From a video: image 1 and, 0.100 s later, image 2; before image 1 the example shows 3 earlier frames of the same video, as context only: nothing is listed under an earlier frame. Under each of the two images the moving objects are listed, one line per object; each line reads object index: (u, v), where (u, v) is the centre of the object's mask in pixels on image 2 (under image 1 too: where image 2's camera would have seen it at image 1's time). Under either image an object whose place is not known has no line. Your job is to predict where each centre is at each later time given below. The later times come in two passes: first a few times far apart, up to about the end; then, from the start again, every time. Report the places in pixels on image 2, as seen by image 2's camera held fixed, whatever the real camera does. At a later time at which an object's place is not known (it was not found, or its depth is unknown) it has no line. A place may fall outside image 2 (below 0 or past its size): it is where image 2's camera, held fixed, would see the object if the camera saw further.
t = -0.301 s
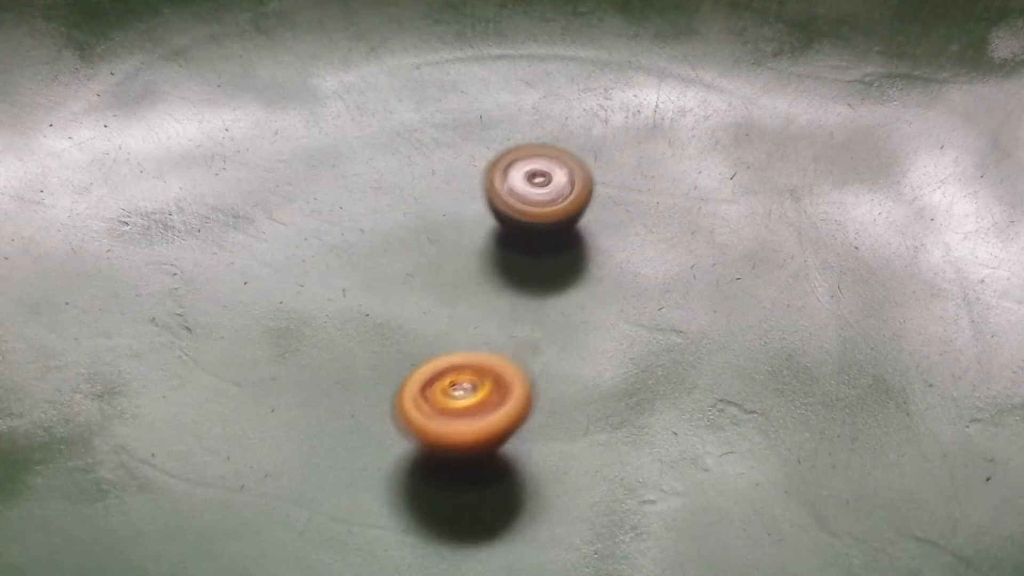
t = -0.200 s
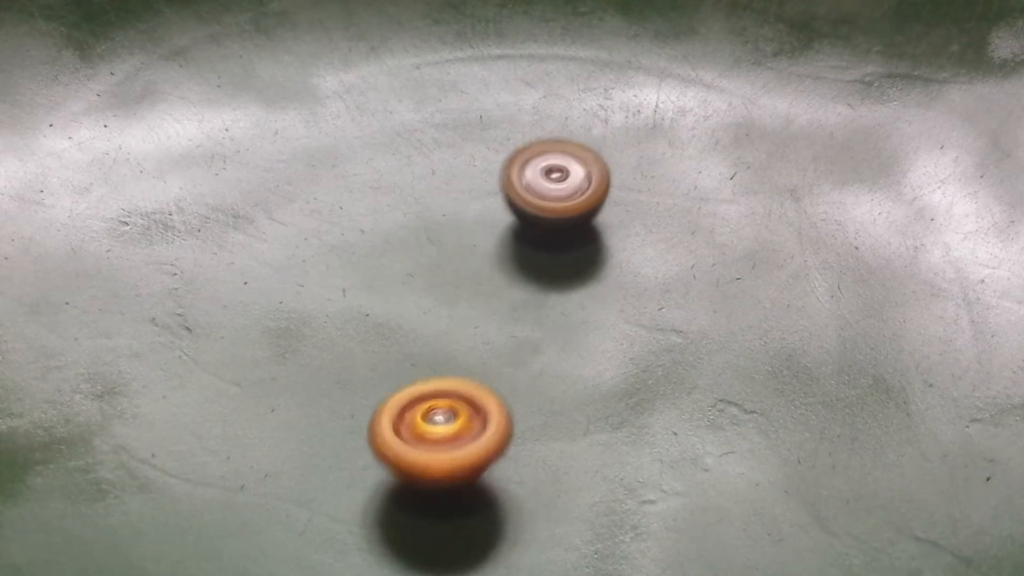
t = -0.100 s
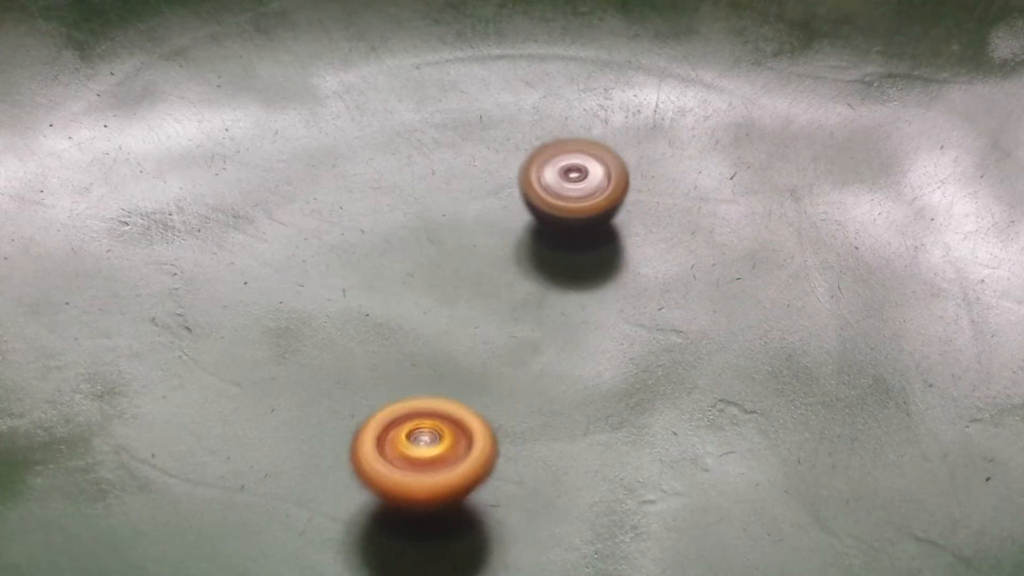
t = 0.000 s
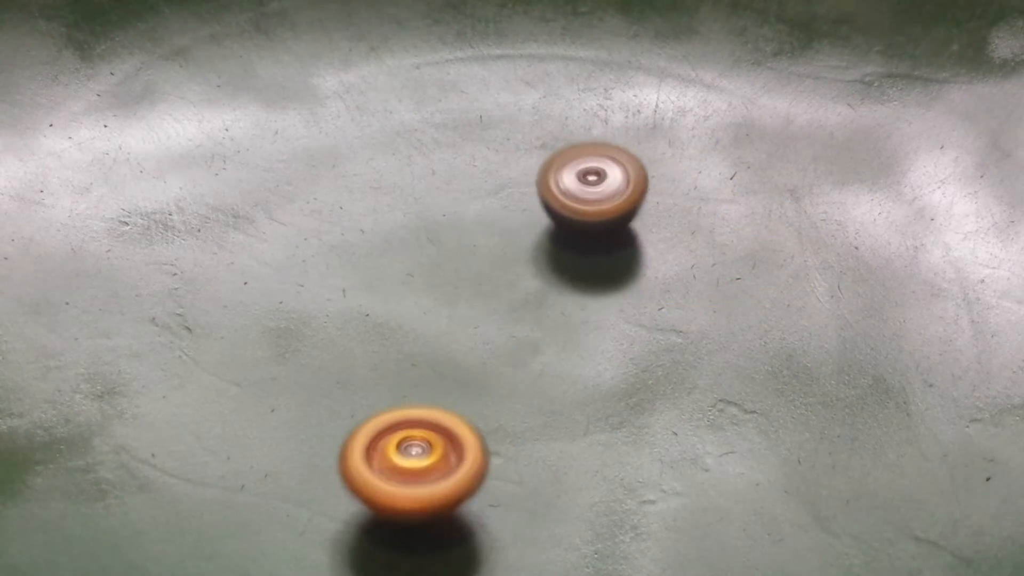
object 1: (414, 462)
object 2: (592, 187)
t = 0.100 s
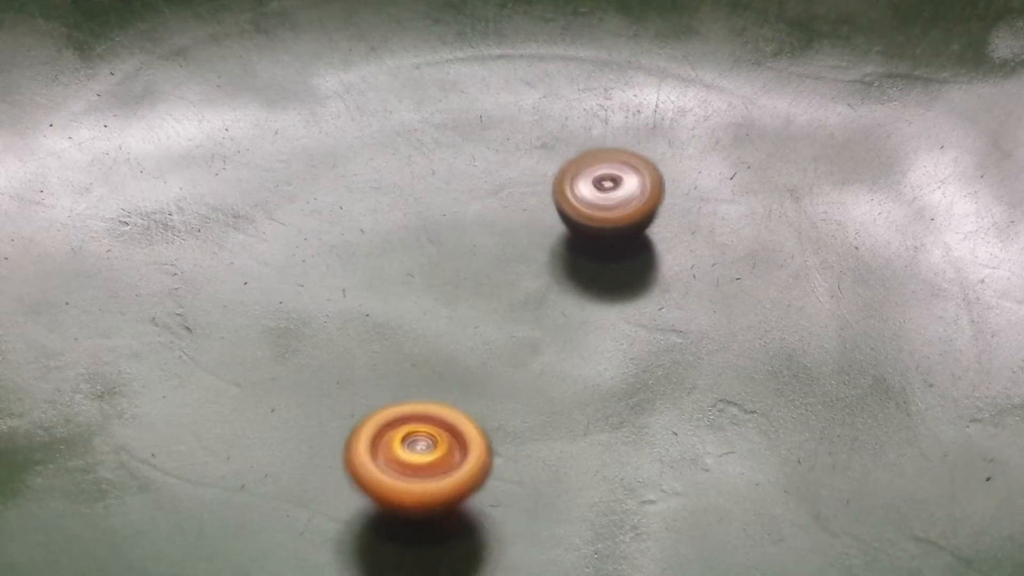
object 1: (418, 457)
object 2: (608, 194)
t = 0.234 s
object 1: (440, 430)
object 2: (625, 208)
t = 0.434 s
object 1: (482, 363)
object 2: (638, 240)
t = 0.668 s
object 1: (514, 272)
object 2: (662, 278)
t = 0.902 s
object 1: (526, 197)
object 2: (684, 309)
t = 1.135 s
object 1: (554, 152)
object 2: (674, 323)
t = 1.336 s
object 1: (586, 139)
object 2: (643, 322)
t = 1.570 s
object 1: (627, 147)
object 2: (590, 304)
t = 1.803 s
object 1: (657, 181)
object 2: (543, 270)
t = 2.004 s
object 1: (667, 228)
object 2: (513, 242)
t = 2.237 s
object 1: (653, 293)
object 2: (504, 212)
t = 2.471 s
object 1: (618, 341)
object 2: (518, 199)
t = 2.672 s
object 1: (565, 353)
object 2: (535, 201)
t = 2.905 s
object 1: (502, 340)
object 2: (561, 218)
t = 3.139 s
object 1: (458, 297)
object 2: (577, 247)
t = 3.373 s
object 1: (434, 248)
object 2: (566, 276)
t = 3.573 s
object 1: (444, 218)
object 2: (540, 302)
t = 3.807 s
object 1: (481, 200)
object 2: (498, 314)
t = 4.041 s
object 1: (535, 203)
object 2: (461, 309)
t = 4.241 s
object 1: (592, 219)
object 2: (447, 294)
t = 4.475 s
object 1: (648, 258)
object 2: (454, 274)
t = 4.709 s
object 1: (685, 301)
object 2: (483, 258)
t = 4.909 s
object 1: (693, 325)
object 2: (517, 255)
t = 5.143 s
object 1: (662, 338)
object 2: (550, 266)
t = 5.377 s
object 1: (633, 355)
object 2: (544, 251)
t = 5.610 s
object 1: (593, 354)
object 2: (523, 244)
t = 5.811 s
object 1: (542, 327)
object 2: (506, 243)
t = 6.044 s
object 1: (492, 342)
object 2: (506, 195)
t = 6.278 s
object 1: (470, 329)
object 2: (532, 180)
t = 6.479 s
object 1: (469, 295)
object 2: (563, 188)
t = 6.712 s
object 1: (478, 248)
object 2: (589, 216)
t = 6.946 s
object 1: (472, 223)
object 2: (605, 249)
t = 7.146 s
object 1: (483, 215)
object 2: (581, 276)
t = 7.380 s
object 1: (487, 202)
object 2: (529, 300)
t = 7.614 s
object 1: (511, 198)
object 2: (479, 287)
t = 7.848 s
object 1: (573, 177)
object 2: (445, 278)
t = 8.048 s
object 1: (628, 192)
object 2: (464, 259)
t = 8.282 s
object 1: (659, 237)
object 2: (506, 254)
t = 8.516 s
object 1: (660, 296)
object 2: (519, 262)
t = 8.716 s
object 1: (637, 338)
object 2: (478, 252)
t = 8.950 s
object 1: (561, 336)
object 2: (463, 231)
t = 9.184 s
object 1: (519, 295)
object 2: (480, 214)
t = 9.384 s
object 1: (533, 285)
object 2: (509, 195)
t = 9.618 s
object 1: (565, 291)
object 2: (538, 201)
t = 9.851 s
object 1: (580, 303)
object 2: (547, 221)
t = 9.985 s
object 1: (576, 319)
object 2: (531, 227)
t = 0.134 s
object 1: (423, 452)
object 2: (613, 197)
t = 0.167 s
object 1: (428, 446)
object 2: (618, 200)
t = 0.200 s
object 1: (434, 438)
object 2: (622, 204)
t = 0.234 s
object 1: (440, 430)
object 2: (625, 208)
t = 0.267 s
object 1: (447, 420)
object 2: (629, 213)
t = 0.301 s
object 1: (453, 410)
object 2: (632, 218)
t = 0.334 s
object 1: (458, 399)
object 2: (634, 223)
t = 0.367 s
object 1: (465, 387)
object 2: (636, 229)
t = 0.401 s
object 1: (473, 375)
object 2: (638, 235)
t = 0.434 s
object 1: (482, 363)
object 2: (638, 240)
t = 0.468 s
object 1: (490, 350)
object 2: (638, 246)
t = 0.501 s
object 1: (499, 337)
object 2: (639, 253)
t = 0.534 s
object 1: (508, 323)
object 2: (638, 259)
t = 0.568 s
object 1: (516, 309)
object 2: (637, 266)
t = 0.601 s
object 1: (520, 296)
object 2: (640, 271)
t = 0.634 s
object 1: (516, 284)
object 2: (653, 275)
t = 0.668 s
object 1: (514, 272)
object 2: (662, 278)
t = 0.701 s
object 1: (515, 260)
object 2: (667, 283)
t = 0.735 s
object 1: (516, 250)
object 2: (671, 287)
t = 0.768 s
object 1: (517, 239)
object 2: (675, 291)
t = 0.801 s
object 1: (519, 228)
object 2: (678, 296)
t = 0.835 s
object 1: (521, 217)
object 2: (681, 300)
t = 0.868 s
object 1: (523, 207)
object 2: (683, 304)
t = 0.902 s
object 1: (526, 197)
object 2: (684, 309)
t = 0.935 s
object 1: (530, 189)
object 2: (685, 311)
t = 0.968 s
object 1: (533, 181)
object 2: (684, 314)
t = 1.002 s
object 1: (536, 174)
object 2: (683, 316)
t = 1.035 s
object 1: (541, 167)
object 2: (682, 318)
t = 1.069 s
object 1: (545, 161)
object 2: (680, 320)
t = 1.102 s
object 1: (549, 157)
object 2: (677, 322)
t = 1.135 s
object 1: (554, 152)
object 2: (674, 323)
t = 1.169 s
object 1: (559, 148)
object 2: (670, 324)
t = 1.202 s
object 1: (565, 145)
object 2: (666, 325)
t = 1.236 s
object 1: (570, 143)
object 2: (661, 325)
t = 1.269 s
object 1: (575, 141)
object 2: (656, 325)
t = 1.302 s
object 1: (580, 140)
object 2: (650, 324)
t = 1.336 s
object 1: (586, 139)
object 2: (643, 322)
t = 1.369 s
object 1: (592, 138)
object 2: (635, 320)
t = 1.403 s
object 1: (599, 138)
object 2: (628, 319)
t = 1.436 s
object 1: (605, 139)
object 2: (621, 316)
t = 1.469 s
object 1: (610, 140)
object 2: (614, 313)
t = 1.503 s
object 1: (616, 142)
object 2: (605, 311)
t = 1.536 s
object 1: (622, 144)
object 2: (598, 307)
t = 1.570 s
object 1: (627, 147)
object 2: (590, 304)
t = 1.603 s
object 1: (633, 150)
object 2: (582, 301)
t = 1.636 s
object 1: (638, 155)
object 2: (575, 295)
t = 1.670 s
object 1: (642, 159)
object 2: (567, 290)
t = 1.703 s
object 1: (646, 164)
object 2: (561, 285)
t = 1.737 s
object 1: (650, 169)
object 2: (554, 280)
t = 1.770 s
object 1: (654, 174)
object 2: (548, 275)
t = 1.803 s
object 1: (657, 181)
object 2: (543, 270)
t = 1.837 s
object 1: (660, 188)
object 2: (537, 265)
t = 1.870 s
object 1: (662, 195)
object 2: (532, 260)
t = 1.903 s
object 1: (664, 202)
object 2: (527, 256)
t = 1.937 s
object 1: (666, 210)
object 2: (522, 251)
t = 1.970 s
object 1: (667, 219)
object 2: (517, 246)
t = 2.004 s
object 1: (667, 228)
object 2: (513, 242)
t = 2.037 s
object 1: (667, 237)
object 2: (510, 237)
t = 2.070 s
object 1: (665, 247)
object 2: (508, 232)
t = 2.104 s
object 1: (664, 255)
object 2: (506, 228)
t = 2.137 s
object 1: (662, 265)
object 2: (506, 225)
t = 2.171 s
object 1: (659, 274)
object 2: (505, 220)
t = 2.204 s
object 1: (656, 284)
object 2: (505, 217)
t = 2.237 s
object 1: (653, 293)
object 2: (504, 212)
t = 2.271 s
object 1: (649, 302)
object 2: (505, 210)
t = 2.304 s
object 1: (645, 310)
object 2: (506, 208)
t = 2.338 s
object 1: (641, 317)
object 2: (508, 207)
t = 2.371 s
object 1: (637, 324)
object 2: (510, 205)
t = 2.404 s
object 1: (631, 331)
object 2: (512, 202)
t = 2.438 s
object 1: (625, 337)
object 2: (515, 200)
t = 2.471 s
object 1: (618, 341)
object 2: (518, 199)
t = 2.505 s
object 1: (610, 346)
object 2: (521, 199)
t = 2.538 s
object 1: (602, 349)
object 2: (523, 199)
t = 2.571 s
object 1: (593, 351)
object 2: (526, 199)
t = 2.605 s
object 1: (584, 352)
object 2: (529, 199)
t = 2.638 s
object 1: (575, 353)
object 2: (533, 200)
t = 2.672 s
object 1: (565, 353)
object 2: (535, 201)
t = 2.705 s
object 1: (555, 353)
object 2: (540, 203)
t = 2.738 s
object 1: (545, 352)
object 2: (544, 204)
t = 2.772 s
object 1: (536, 351)
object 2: (547, 206)
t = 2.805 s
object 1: (526, 349)
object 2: (550, 208)
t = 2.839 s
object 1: (517, 347)
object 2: (554, 212)
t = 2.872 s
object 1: (510, 344)
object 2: (558, 215)
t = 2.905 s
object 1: (502, 340)
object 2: (561, 218)
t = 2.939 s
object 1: (495, 336)
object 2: (564, 221)
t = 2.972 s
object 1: (489, 332)
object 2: (567, 224)
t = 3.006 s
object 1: (482, 327)
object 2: (569, 228)
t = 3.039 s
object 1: (476, 320)
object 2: (572, 233)
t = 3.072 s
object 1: (469, 312)
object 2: (575, 237)
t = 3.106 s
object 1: (463, 304)
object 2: (577, 242)
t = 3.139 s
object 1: (458, 297)
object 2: (577, 247)
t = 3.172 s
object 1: (452, 289)
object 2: (577, 252)
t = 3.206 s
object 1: (448, 282)
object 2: (577, 256)
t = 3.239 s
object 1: (443, 274)
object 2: (576, 261)
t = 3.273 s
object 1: (439, 266)
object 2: (574, 265)
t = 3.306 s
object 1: (436, 259)
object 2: (573, 268)
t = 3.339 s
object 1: (435, 253)
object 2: (570, 272)
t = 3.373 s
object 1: (434, 248)
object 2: (566, 276)
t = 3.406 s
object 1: (434, 243)
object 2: (562, 282)
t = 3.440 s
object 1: (435, 237)
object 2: (558, 287)
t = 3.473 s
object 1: (437, 231)
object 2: (555, 292)
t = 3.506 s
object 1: (439, 226)
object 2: (551, 295)
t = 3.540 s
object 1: (442, 221)
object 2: (546, 298)
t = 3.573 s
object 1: (444, 218)
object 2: (540, 302)
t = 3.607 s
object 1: (448, 215)
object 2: (535, 304)
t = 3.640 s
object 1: (452, 212)
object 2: (529, 307)
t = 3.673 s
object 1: (456, 209)
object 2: (523, 309)
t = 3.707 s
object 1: (461, 206)
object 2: (517, 310)
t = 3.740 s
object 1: (467, 204)
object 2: (510, 312)
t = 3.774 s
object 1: (474, 202)
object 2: (504, 313)
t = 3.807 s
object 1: (481, 200)
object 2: (498, 314)
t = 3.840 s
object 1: (488, 199)
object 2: (492, 314)
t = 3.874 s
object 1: (495, 199)
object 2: (486, 314)
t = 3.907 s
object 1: (502, 198)
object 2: (479, 314)
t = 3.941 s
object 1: (510, 198)
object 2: (475, 313)
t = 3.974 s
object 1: (518, 200)
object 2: (472, 311)
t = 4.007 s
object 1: (527, 201)
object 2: (467, 311)
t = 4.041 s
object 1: (535, 203)
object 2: (461, 309)
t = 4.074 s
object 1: (545, 205)
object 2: (458, 307)
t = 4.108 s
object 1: (554, 207)
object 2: (455, 305)
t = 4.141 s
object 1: (564, 210)
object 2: (452, 302)
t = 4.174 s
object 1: (574, 213)
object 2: (450, 299)
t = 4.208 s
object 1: (583, 216)
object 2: (448, 297)
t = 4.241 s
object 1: (592, 219)
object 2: (447, 294)
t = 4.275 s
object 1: (601, 224)
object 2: (447, 291)
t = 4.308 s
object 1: (610, 229)
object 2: (447, 288)
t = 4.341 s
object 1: (617, 234)
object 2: (448, 285)
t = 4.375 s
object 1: (625, 240)
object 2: (448, 282)
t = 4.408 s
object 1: (634, 246)
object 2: (449, 279)
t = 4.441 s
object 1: (642, 252)
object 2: (452, 276)
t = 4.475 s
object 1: (648, 258)
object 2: (454, 274)
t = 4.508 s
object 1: (655, 264)
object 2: (457, 271)
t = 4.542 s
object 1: (660, 271)
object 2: (460, 268)
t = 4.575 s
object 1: (666, 277)
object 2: (464, 266)
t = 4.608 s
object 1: (671, 283)
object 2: (468, 264)
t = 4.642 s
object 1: (676, 288)
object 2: (473, 262)
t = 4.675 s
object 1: (681, 294)
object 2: (478, 260)
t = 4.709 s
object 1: (685, 301)
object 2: (483, 258)
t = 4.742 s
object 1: (689, 306)
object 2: (488, 256)
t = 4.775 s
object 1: (691, 310)
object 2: (494, 255)
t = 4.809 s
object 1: (692, 314)
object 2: (500, 255)
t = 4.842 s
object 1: (693, 318)
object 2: (506, 254)
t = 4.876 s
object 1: (694, 322)
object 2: (511, 254)
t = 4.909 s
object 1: (693, 325)
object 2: (517, 255)
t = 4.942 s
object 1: (692, 329)
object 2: (523, 255)
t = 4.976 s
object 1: (690, 331)
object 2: (529, 257)
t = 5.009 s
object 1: (686, 334)
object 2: (533, 257)
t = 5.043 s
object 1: (681, 336)
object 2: (538, 260)
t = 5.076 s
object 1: (675, 338)
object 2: (543, 262)
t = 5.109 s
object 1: (669, 339)
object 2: (547, 264)
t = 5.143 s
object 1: (662, 338)
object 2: (550, 266)
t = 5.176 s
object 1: (655, 337)
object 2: (553, 267)
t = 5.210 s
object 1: (648, 336)
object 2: (557, 271)
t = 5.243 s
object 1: (642, 338)
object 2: (557, 269)
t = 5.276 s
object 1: (642, 345)
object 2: (553, 262)
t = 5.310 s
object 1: (640, 350)
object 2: (549, 257)
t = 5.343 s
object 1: (637, 353)
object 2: (546, 254)
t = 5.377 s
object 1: (633, 355)
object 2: (544, 251)
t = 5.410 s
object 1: (630, 357)
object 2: (540, 251)
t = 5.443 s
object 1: (623, 359)
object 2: (538, 249)
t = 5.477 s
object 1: (618, 359)
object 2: (534, 248)
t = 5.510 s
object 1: (612, 359)
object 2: (532, 245)
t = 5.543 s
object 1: (605, 358)
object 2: (528, 245)
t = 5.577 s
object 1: (601, 357)
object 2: (525, 245)
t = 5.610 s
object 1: (593, 354)
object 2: (523, 244)
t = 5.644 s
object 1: (585, 351)
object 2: (521, 243)
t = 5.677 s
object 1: (575, 346)
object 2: (518, 243)
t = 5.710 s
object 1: (567, 342)
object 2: (515, 243)
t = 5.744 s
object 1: (561, 337)
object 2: (512, 243)
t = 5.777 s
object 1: (551, 332)
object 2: (508, 243)
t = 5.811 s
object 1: (542, 327)
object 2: (506, 243)
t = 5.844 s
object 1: (533, 322)
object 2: (504, 241)
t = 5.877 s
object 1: (525, 328)
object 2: (505, 232)
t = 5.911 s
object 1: (517, 334)
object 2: (505, 218)
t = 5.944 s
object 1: (508, 338)
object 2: (505, 210)
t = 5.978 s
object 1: (501, 339)
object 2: (506, 204)
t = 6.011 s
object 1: (497, 341)
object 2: (506, 199)
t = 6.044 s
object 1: (492, 342)
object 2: (506, 195)
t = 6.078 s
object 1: (487, 343)
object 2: (508, 192)
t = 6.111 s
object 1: (482, 343)
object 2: (511, 189)
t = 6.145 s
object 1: (480, 343)
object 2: (514, 186)
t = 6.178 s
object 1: (475, 340)
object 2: (517, 184)
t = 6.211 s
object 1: (473, 338)
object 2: (522, 182)
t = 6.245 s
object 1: (471, 334)
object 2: (527, 181)
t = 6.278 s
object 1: (470, 329)
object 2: (532, 180)
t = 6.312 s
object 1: (468, 324)
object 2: (537, 180)
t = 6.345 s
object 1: (467, 320)
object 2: (542, 181)
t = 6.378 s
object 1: (469, 315)
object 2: (548, 182)
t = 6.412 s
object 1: (468, 308)
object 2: (554, 183)
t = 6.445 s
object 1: (468, 301)
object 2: (559, 186)
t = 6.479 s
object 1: (469, 295)
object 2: (563, 188)
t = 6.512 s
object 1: (470, 287)
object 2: (568, 192)
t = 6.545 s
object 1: (470, 281)
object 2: (572, 195)
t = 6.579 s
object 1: (471, 275)
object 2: (575, 199)
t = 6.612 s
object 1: (474, 267)
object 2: (579, 204)
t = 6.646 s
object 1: (476, 259)
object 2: (581, 208)
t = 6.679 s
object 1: (478, 254)
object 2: (583, 212)
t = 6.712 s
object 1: (478, 248)
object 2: (589, 216)
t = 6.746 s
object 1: (475, 243)
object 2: (597, 219)
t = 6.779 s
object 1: (474, 238)
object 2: (600, 224)
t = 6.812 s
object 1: (473, 235)
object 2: (604, 230)
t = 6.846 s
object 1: (473, 231)
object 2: (605, 235)
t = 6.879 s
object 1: (471, 228)
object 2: (606, 240)
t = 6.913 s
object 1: (471, 225)
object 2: (607, 245)
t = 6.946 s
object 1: (472, 223)
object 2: (605, 249)
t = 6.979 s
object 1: (472, 220)
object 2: (603, 255)
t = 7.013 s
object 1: (472, 218)
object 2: (601, 261)
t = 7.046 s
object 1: (475, 216)
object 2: (597, 264)
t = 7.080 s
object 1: (476, 215)
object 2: (592, 269)
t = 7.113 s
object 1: (479, 215)
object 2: (587, 273)
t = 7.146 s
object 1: (483, 215)
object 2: (581, 276)
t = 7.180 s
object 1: (485, 215)
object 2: (572, 280)
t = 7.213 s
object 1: (487, 213)
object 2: (567, 286)
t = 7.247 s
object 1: (487, 211)
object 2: (562, 296)
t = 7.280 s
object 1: (486, 208)
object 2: (554, 298)
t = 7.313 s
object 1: (487, 206)
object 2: (546, 302)
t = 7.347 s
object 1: (488, 204)
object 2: (538, 300)
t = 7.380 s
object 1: (487, 202)
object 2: (529, 300)
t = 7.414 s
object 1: (488, 201)
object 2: (522, 299)
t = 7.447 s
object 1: (490, 200)
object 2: (514, 297)
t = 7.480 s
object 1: (491, 199)
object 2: (507, 298)
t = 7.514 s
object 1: (494, 199)
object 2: (501, 294)
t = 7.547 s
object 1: (499, 199)
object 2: (494, 292)
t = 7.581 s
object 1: (502, 199)
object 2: (489, 287)
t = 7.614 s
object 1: (511, 198)
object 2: (479, 287)
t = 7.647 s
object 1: (521, 192)
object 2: (466, 292)
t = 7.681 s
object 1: (527, 187)
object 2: (456, 294)
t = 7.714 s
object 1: (535, 185)
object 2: (449, 293)
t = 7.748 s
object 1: (544, 181)
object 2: (446, 291)
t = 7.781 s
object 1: (552, 180)
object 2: (444, 286)
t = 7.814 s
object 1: (564, 179)
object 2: (444, 282)
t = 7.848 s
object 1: (573, 177)
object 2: (445, 278)
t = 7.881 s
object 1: (583, 179)
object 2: (446, 274)
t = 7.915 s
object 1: (593, 179)
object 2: (449, 271)
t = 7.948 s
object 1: (601, 181)
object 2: (451, 267)
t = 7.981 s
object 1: (611, 184)
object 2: (455, 264)
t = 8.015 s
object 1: (620, 186)
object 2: (460, 262)
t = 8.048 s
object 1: (628, 192)
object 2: (464, 259)
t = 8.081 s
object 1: (636, 196)
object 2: (470, 257)
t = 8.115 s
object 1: (641, 201)
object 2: (475, 255)
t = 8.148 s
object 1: (647, 208)
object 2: (482, 253)
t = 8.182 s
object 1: (651, 214)
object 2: (488, 252)
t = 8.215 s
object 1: (655, 222)
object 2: (494, 252)
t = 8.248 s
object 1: (659, 230)
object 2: (501, 252)
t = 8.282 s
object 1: (659, 237)
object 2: (506, 254)
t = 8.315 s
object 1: (661, 245)
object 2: (511, 255)
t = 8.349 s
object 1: (661, 252)
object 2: (517, 257)
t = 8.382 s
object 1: (658, 261)
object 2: (524, 260)
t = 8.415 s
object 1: (656, 269)
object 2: (529, 263)
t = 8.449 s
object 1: (652, 276)
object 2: (531, 266)
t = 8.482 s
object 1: (652, 284)
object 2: (530, 266)
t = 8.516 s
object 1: (660, 296)
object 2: (519, 262)
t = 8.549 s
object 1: (663, 306)
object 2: (508, 260)
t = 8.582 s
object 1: (662, 315)
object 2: (500, 259)
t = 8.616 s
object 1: (655, 322)
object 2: (495, 258)
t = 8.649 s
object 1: (652, 328)
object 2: (490, 257)
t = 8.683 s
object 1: (644, 334)
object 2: (484, 255)
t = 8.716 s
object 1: (637, 338)
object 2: (478, 252)
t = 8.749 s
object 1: (626, 340)
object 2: (474, 249)
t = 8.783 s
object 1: (614, 341)
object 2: (471, 246)
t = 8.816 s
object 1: (605, 341)
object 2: (467, 242)
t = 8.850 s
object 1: (592, 342)
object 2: (466, 240)
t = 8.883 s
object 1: (583, 340)
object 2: (465, 237)
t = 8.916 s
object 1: (569, 338)
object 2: (464, 234)
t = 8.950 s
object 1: (561, 336)
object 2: (463, 231)
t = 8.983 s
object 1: (550, 331)
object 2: (464, 228)
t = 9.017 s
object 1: (543, 327)
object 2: (465, 225)
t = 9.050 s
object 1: (535, 321)
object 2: (468, 223)
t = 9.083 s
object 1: (529, 314)
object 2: (470, 221)
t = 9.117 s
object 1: (524, 307)
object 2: (473, 218)
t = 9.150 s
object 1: (519, 301)
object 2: (476, 216)
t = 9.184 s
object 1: (519, 295)
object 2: (480, 214)
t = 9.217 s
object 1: (518, 292)
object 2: (484, 210)
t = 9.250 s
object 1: (520, 290)
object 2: (489, 208)
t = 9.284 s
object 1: (519, 285)
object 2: (491, 206)
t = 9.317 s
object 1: (523, 285)
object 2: (496, 202)
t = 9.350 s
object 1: (525, 285)
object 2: (501, 196)
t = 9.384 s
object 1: (533, 285)
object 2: (509, 195)
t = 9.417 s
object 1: (537, 287)
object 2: (512, 194)
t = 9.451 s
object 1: (544, 287)
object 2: (517, 194)
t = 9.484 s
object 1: (547, 289)
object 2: (522, 194)
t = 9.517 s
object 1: (554, 289)
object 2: (527, 196)
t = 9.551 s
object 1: (557, 291)
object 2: (530, 197)
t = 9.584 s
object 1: (562, 290)
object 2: (535, 199)
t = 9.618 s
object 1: (565, 291)
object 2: (538, 201)
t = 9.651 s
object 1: (571, 291)
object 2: (541, 204)
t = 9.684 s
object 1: (572, 293)
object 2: (542, 208)
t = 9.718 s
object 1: (576, 292)
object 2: (544, 211)
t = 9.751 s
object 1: (576, 293)
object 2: (545, 214)
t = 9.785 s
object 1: (579, 294)
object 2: (546, 217)
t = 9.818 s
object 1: (578, 301)
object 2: (547, 219)
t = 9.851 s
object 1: (580, 303)
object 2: (547, 221)
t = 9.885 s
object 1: (578, 309)
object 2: (544, 223)
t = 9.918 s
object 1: (579, 311)
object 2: (540, 224)
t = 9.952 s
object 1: (577, 317)
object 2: (536, 225)
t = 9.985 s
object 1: (576, 319)
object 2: (531, 227)
